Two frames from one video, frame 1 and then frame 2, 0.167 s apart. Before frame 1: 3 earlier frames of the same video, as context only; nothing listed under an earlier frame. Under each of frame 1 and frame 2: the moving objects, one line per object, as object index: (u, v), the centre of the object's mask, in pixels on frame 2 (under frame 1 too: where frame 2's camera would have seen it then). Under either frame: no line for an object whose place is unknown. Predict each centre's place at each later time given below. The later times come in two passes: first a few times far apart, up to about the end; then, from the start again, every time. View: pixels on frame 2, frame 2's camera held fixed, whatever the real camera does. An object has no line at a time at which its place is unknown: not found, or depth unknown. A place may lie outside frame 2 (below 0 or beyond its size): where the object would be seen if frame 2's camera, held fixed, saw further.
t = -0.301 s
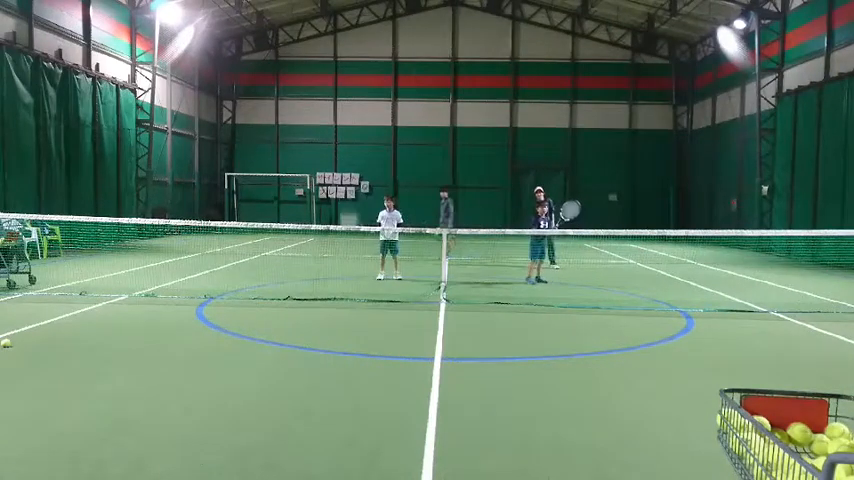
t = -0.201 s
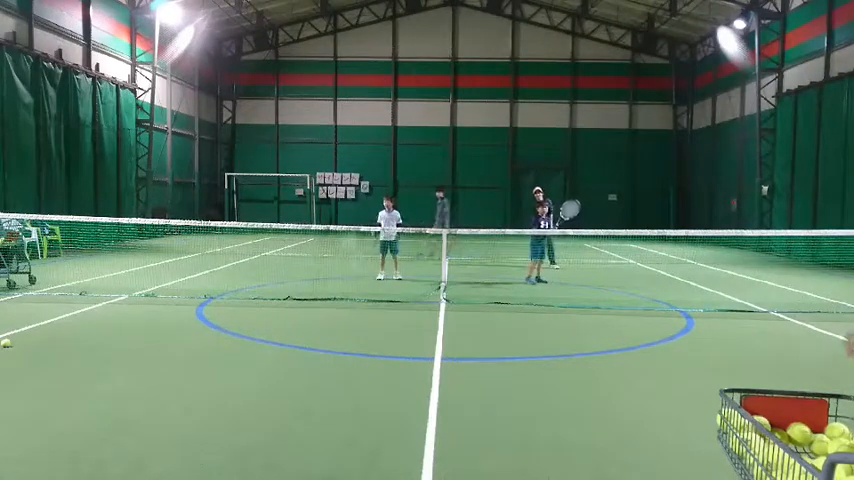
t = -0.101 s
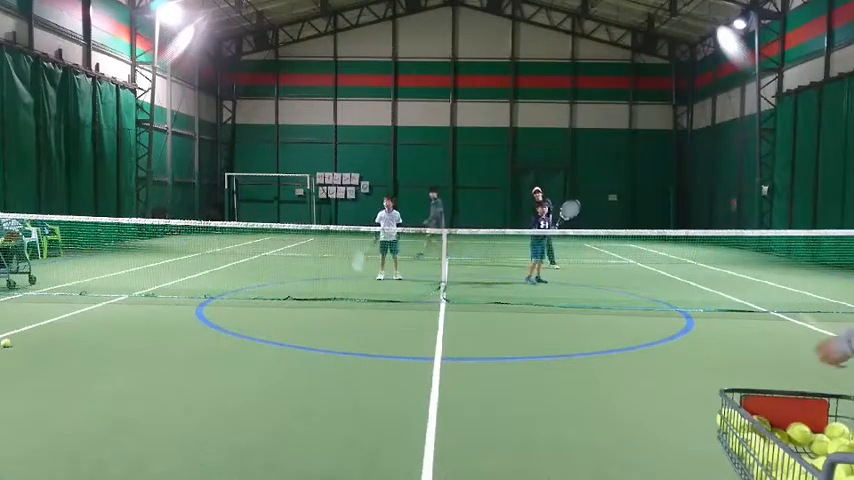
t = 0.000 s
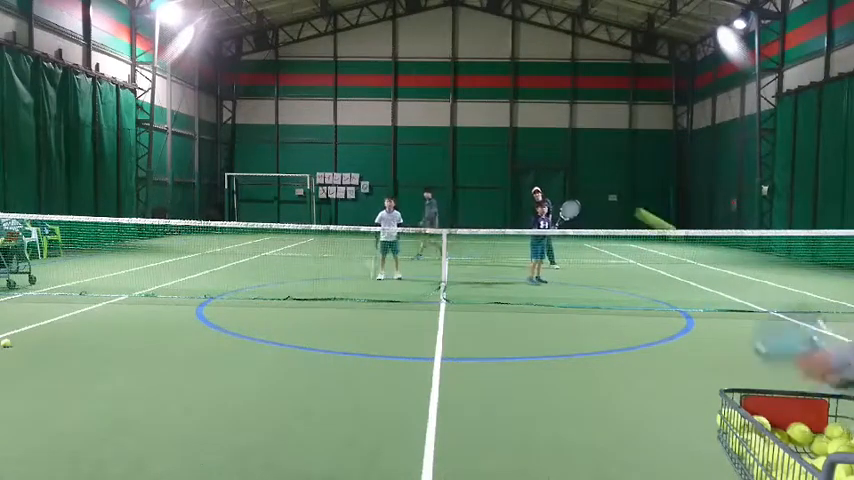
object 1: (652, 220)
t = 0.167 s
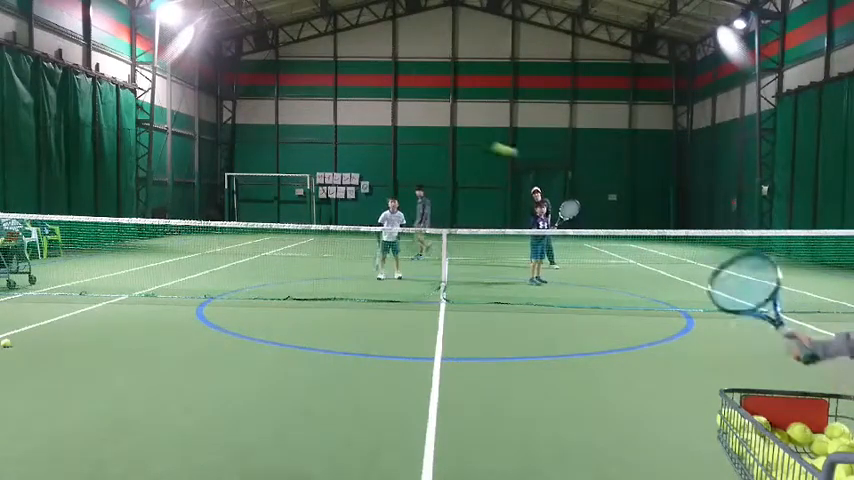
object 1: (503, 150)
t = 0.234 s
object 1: (466, 140)
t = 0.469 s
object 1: (381, 150)
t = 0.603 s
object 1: (352, 170)
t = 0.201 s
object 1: (484, 144)
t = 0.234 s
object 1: (466, 140)
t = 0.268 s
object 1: (450, 138)
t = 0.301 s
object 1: (436, 138)
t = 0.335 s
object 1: (423, 138)
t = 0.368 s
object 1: (411, 139)
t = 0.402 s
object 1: (400, 142)
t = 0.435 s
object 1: (390, 146)
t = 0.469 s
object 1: (381, 150)
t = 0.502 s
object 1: (373, 155)
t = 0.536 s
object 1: (365, 159)
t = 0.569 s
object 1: (358, 166)
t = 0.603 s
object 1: (352, 170)
